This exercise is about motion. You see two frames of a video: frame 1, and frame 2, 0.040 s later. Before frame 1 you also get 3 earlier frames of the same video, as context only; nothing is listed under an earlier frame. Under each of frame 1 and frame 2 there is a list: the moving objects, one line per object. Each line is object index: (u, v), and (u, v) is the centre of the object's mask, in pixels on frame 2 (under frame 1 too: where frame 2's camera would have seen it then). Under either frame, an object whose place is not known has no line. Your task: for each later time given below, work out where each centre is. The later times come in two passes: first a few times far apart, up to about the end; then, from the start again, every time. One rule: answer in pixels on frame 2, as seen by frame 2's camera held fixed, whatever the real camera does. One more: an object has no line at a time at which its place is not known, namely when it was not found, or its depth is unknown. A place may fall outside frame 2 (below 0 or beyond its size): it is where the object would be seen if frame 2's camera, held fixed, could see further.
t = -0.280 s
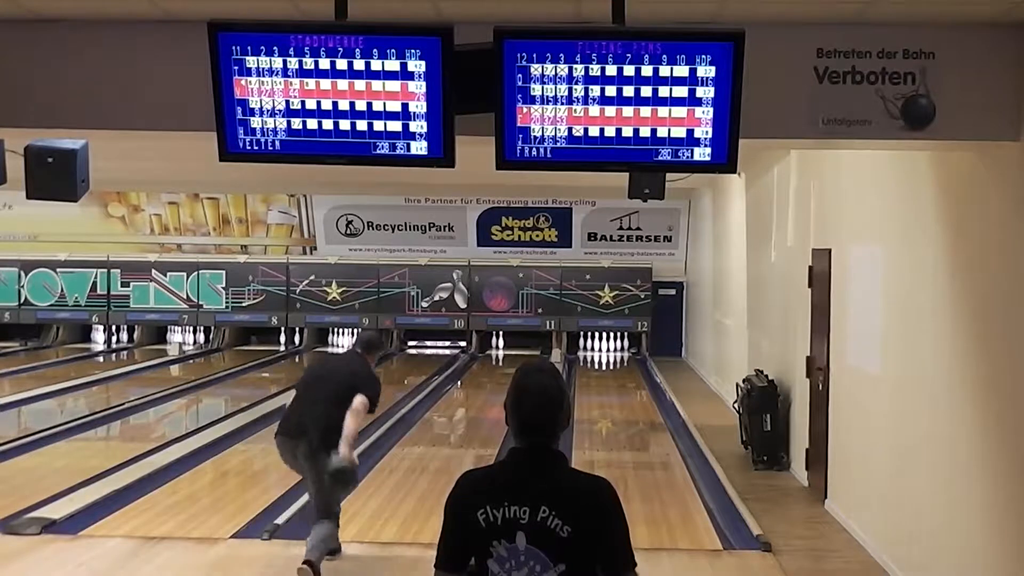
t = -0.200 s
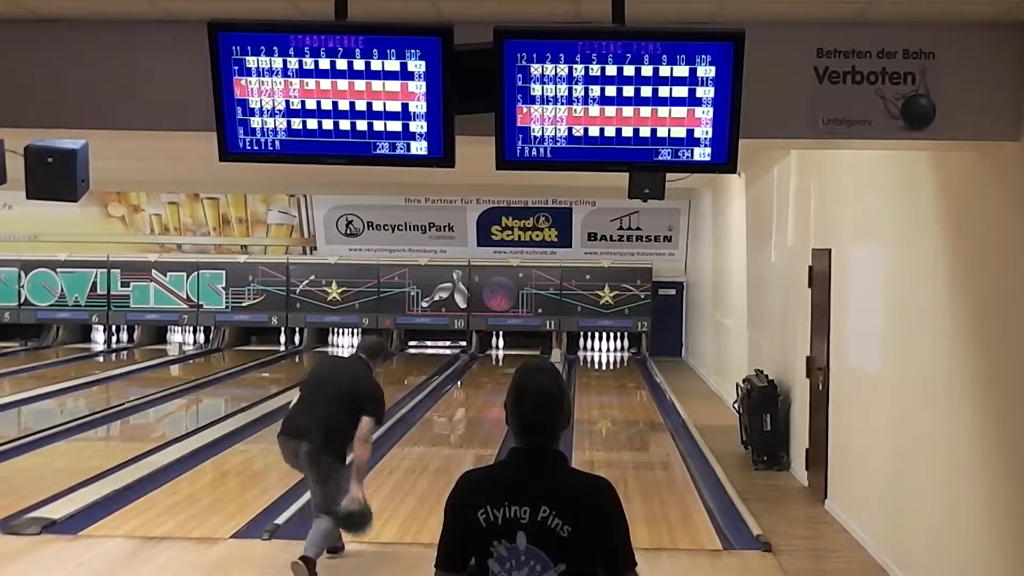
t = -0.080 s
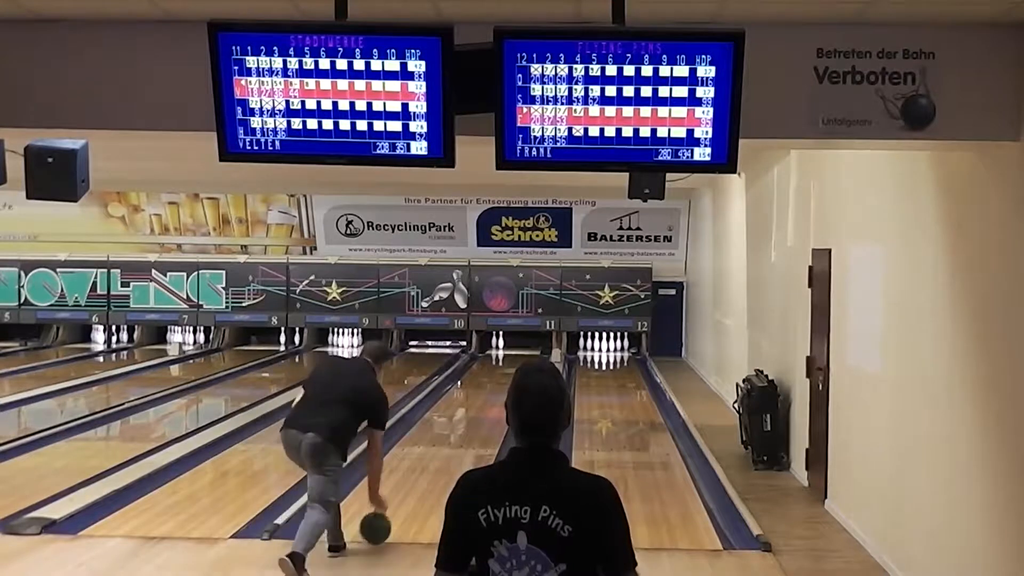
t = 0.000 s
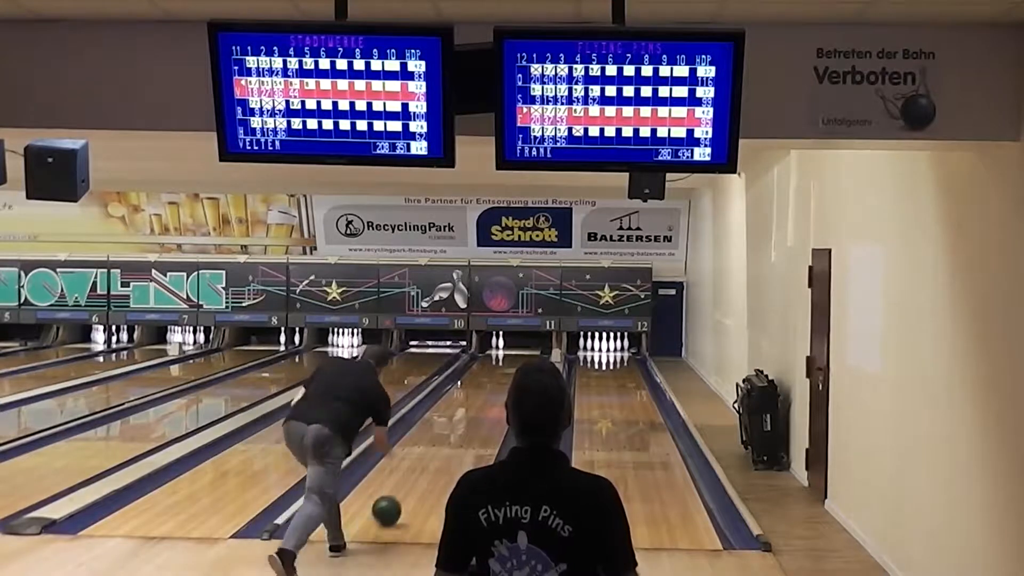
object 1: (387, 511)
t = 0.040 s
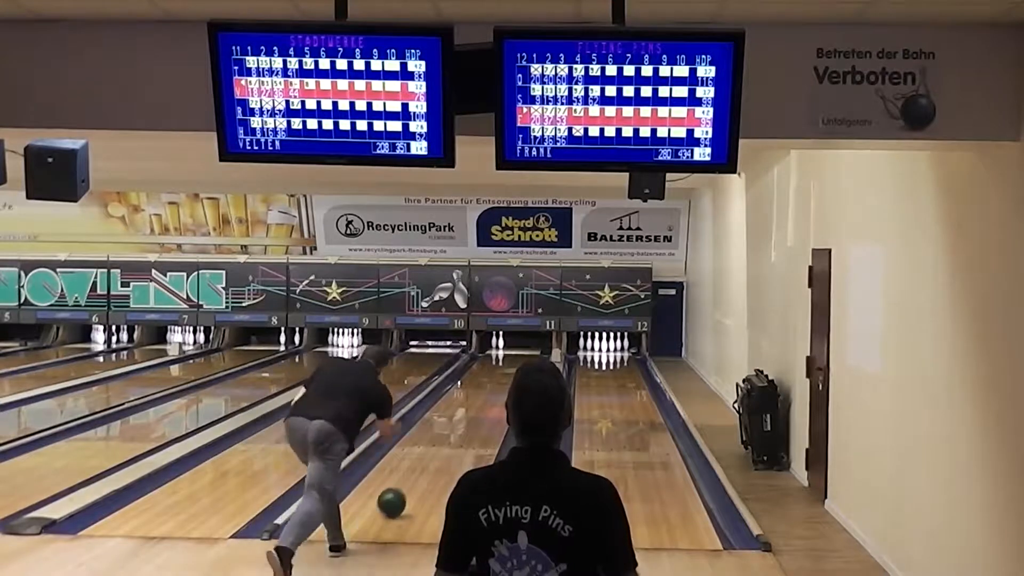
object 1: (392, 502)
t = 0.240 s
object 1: (412, 469)
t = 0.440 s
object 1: (428, 442)
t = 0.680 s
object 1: (442, 418)
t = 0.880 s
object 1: (451, 403)
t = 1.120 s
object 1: (460, 388)
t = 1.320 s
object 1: (467, 379)
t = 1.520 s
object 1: (471, 370)
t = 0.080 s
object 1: (396, 496)
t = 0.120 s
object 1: (401, 489)
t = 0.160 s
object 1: (405, 482)
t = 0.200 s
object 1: (409, 475)
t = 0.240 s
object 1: (412, 469)
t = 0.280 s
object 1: (416, 463)
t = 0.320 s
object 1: (419, 457)
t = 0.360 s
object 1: (422, 451)
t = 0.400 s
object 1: (425, 447)
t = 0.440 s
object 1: (428, 442)
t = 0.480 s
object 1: (431, 437)
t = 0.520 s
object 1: (433, 433)
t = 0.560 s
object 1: (435, 429)
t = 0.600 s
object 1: (438, 425)
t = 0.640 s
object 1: (440, 421)
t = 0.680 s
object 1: (442, 418)
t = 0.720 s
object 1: (444, 414)
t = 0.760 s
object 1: (446, 411)
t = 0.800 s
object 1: (448, 409)
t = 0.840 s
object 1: (450, 406)
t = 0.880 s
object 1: (451, 403)
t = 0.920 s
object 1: (453, 400)
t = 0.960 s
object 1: (454, 398)
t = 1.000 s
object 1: (456, 395)
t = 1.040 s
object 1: (457, 393)
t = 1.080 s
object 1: (459, 390)
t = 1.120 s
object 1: (460, 388)
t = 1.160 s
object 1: (462, 386)
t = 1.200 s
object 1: (463, 384)
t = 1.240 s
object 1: (465, 382)
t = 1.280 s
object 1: (466, 381)
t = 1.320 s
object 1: (467, 379)
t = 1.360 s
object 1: (467, 377)
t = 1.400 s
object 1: (468, 376)
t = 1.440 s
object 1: (469, 373)
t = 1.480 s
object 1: (470, 372)
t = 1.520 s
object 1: (471, 370)
